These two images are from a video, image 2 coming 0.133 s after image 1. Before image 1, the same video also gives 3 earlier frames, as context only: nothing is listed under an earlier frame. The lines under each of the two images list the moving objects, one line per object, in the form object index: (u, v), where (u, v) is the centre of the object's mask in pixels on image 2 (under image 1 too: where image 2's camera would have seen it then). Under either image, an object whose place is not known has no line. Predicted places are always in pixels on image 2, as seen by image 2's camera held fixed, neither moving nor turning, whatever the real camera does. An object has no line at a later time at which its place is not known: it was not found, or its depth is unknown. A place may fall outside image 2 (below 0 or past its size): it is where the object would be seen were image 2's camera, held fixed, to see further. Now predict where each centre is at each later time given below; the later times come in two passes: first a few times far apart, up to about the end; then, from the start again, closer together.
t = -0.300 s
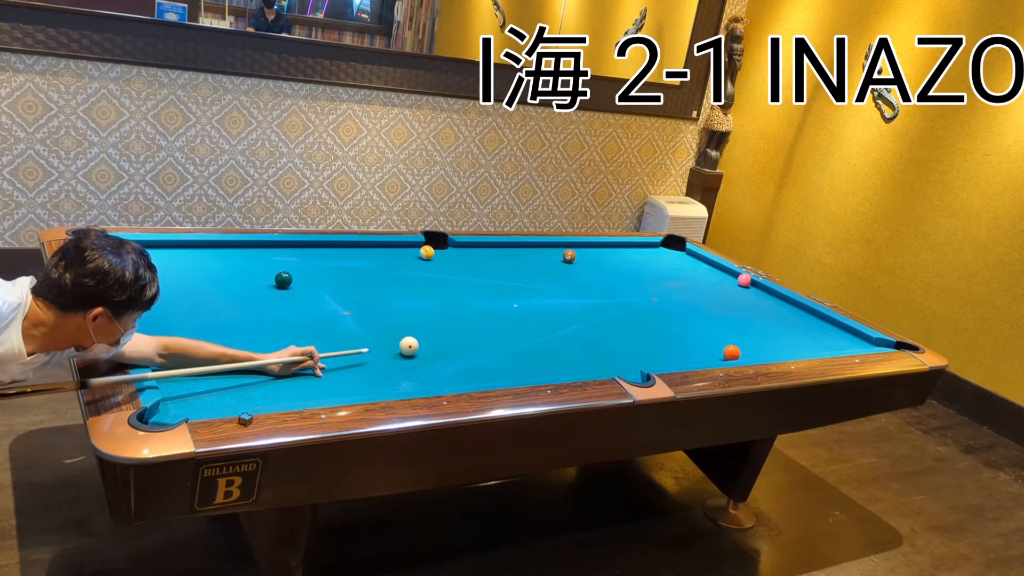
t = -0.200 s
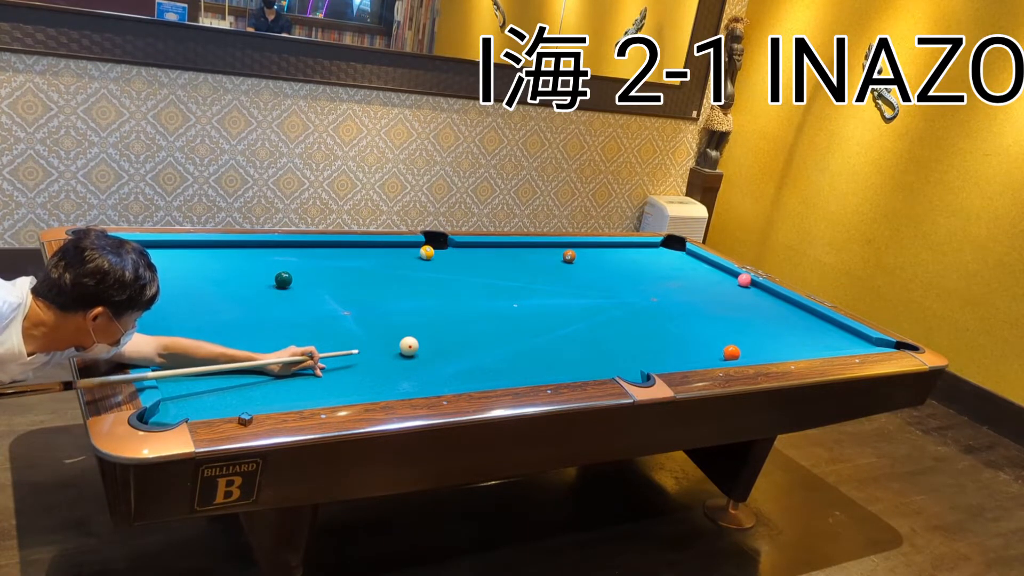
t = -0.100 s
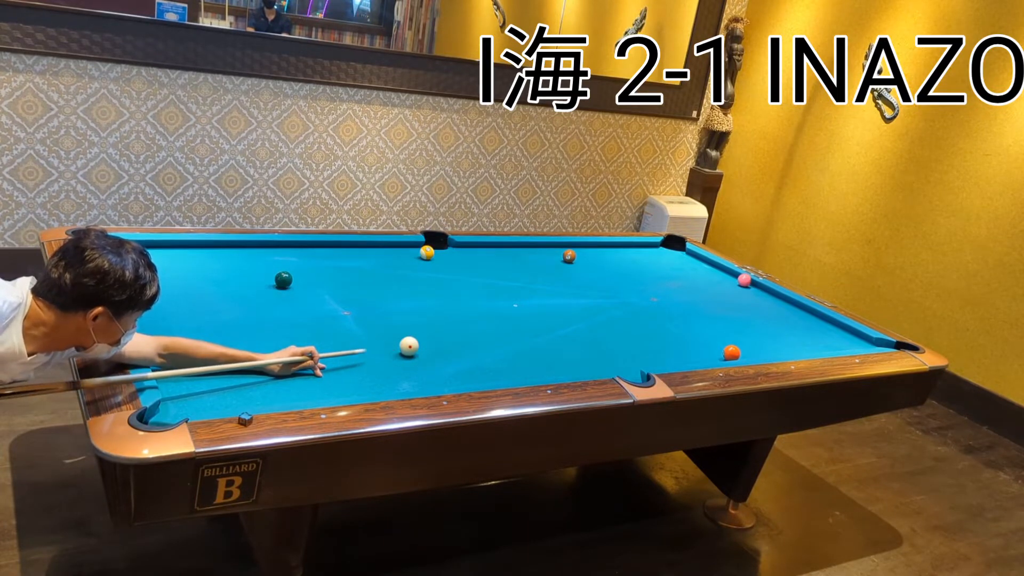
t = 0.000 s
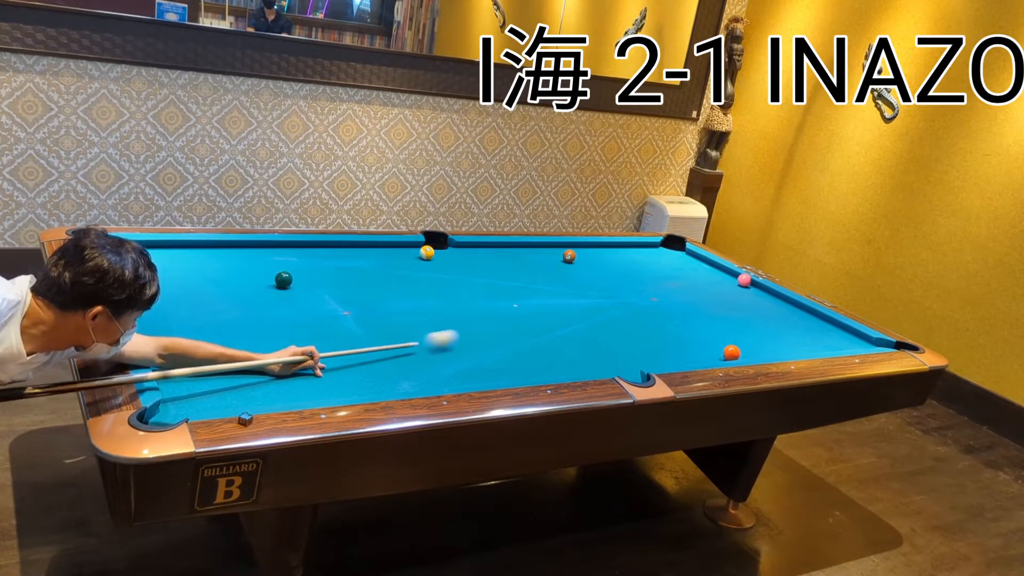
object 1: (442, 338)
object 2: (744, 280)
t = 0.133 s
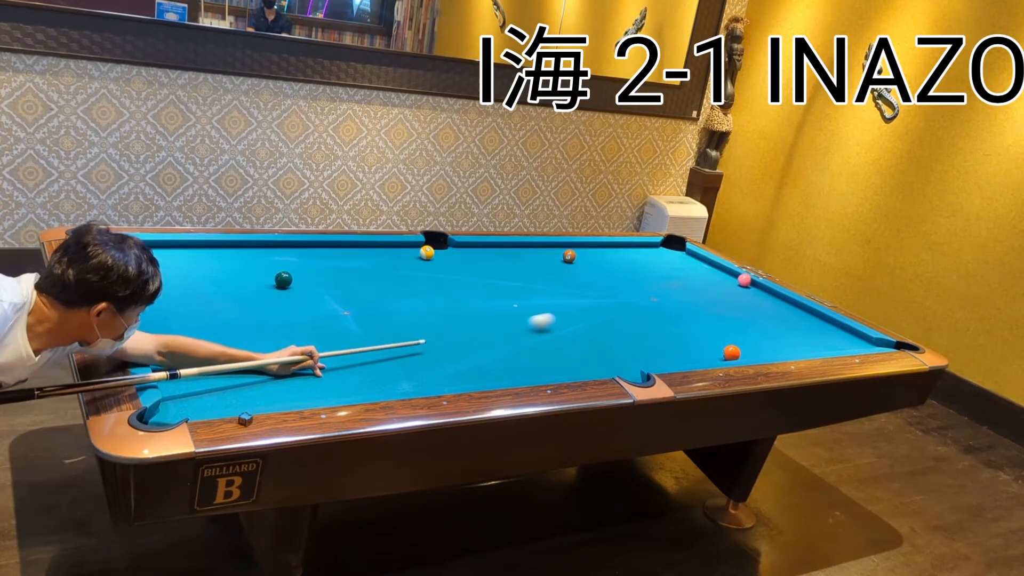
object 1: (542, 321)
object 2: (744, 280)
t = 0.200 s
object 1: (581, 314)
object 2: (744, 280)
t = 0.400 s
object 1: (672, 298)
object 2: (744, 280)
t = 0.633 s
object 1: (756, 285)
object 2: (742, 278)
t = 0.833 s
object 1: (716, 289)
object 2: (717, 268)
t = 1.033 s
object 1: (671, 291)
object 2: (694, 261)
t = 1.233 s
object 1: (625, 293)
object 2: (672, 254)
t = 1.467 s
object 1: (568, 296)
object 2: (649, 246)
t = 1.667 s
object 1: (515, 298)
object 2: (645, 247)
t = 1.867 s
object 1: (459, 301)
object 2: (646, 251)
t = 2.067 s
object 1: (399, 303)
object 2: (646, 255)
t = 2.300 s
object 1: (324, 306)
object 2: (646, 259)
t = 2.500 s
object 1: (253, 309)
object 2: (647, 263)
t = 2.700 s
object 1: (178, 313)
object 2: (647, 266)
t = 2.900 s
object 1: (160, 314)
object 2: (648, 269)
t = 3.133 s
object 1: (209, 313)
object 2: (648, 273)
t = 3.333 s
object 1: (247, 311)
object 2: (649, 276)
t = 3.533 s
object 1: (283, 310)
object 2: (650, 279)
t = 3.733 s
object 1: (317, 309)
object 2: (650, 282)
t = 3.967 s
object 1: (352, 307)
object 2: (651, 285)
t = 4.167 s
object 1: (381, 306)
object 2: (652, 287)
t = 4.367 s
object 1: (407, 305)
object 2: (652, 289)
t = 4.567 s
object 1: (431, 304)
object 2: (653, 292)
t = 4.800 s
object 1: (458, 303)
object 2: (654, 293)
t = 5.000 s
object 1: (479, 302)
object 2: (656, 295)
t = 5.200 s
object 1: (499, 301)
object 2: (657, 297)
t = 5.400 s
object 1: (517, 300)
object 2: (658, 298)
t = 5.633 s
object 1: (537, 299)
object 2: (659, 298)
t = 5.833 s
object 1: (552, 298)
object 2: (660, 299)
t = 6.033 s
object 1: (566, 297)
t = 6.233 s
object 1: (580, 296)
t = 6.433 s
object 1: (592, 295)
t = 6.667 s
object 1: (605, 294)
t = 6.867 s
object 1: (616, 293)
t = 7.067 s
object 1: (626, 292)
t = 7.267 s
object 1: (635, 292)
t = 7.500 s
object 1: (645, 291)
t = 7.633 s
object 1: (650, 290)
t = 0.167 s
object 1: (562, 317)
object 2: (744, 280)
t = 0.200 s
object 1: (581, 314)
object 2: (744, 280)
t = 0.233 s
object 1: (599, 311)
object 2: (744, 280)
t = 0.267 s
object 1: (615, 308)
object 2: (744, 280)
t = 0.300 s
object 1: (631, 305)
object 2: (744, 280)
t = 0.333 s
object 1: (645, 303)
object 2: (744, 280)
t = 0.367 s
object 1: (659, 300)
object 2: (744, 280)
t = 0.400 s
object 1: (672, 298)
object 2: (744, 280)
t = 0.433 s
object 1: (685, 296)
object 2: (744, 280)
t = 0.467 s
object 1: (698, 293)
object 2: (744, 280)
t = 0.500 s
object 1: (710, 291)
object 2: (744, 280)
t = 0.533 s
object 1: (722, 289)
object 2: (744, 280)
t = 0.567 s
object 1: (733, 287)
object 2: (745, 279)
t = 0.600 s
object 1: (744, 285)
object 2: (744, 277)
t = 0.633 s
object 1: (756, 285)
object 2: (742, 278)
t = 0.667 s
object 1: (753, 286)
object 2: (739, 276)
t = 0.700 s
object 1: (745, 286)
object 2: (734, 274)
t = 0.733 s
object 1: (738, 287)
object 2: (729, 273)
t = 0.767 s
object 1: (730, 288)
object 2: (725, 271)
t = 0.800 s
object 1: (723, 289)
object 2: (721, 270)
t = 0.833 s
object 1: (716, 289)
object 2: (717, 268)
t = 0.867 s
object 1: (708, 289)
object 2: (713, 267)
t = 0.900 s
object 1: (701, 290)
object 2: (709, 266)
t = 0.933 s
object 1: (694, 290)
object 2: (705, 264)
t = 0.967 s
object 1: (687, 290)
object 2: (702, 263)
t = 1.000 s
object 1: (679, 291)
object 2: (698, 262)
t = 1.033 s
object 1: (671, 291)
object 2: (694, 261)
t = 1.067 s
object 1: (664, 291)
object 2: (690, 259)
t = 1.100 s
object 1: (657, 292)
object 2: (687, 258)
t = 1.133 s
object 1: (649, 292)
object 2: (683, 257)
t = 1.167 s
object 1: (641, 293)
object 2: (679, 256)
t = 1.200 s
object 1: (633, 293)
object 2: (676, 255)
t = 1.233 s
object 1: (625, 293)
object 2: (672, 254)
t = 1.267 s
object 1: (617, 294)
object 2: (669, 252)
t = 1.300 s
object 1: (609, 294)
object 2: (665, 251)
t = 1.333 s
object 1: (601, 294)
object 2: (662, 250)
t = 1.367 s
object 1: (593, 295)
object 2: (659, 249)
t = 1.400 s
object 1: (584, 295)
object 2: (655, 248)
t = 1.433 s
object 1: (576, 296)
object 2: (652, 247)
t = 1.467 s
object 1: (568, 296)
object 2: (649, 246)
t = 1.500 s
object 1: (559, 296)
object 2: (646, 245)
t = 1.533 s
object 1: (550, 297)
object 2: (645, 245)
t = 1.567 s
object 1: (542, 297)
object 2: (645, 245)
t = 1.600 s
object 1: (533, 298)
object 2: (645, 246)
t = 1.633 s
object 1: (524, 298)
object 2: (645, 247)
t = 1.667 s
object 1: (515, 298)
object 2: (645, 247)
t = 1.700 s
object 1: (506, 299)
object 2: (645, 248)
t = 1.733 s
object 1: (497, 299)
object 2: (645, 249)
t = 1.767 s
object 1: (488, 300)
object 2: (645, 249)
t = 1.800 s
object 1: (478, 300)
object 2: (645, 250)
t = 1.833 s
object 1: (469, 300)
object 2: (646, 250)
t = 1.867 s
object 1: (459, 301)
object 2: (646, 251)
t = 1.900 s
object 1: (450, 301)
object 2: (646, 252)
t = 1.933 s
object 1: (440, 301)
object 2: (646, 252)
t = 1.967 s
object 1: (430, 302)
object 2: (646, 253)
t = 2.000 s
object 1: (420, 303)
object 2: (646, 253)
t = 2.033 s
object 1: (410, 303)
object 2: (646, 254)
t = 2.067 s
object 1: (399, 303)
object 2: (646, 255)
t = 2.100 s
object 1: (389, 304)
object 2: (646, 255)
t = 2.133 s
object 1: (378, 304)
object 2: (646, 256)
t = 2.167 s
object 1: (368, 305)
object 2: (646, 256)
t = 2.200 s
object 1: (357, 305)
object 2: (646, 257)
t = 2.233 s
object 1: (346, 306)
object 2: (646, 257)
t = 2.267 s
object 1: (335, 306)
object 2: (646, 258)
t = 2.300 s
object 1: (324, 306)
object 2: (646, 259)
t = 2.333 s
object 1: (312, 307)
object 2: (646, 260)
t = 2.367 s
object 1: (301, 307)
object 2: (646, 260)
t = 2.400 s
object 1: (289, 308)
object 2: (646, 261)
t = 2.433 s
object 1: (277, 308)
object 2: (646, 261)
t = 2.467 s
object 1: (266, 309)
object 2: (647, 262)
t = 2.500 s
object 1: (253, 309)
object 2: (647, 263)
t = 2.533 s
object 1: (241, 310)
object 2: (647, 263)
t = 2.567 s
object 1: (229, 311)
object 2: (647, 264)
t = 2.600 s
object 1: (216, 311)
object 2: (647, 264)
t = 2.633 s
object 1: (204, 312)
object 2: (647, 265)
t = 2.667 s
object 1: (191, 312)
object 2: (647, 265)
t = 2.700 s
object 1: (178, 313)
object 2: (647, 266)
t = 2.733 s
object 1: (165, 314)
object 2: (647, 267)
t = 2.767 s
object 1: (152, 314)
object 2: (647, 267)
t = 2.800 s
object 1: (140, 315)
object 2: (647, 268)
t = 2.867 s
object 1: (153, 315)
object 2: (647, 269)
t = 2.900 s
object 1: (160, 314)
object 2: (648, 269)
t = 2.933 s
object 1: (167, 314)
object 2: (648, 270)
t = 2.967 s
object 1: (175, 314)
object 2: (648, 270)
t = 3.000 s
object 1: (181, 314)
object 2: (648, 271)
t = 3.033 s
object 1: (188, 313)
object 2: (648, 271)
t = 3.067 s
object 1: (195, 313)
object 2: (648, 272)
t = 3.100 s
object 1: (202, 313)
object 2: (648, 273)
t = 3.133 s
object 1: (209, 313)
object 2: (648, 273)
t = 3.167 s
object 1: (216, 312)
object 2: (648, 274)
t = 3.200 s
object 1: (222, 312)
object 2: (648, 274)
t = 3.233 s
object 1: (229, 312)
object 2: (649, 275)
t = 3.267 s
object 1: (235, 312)
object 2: (649, 275)
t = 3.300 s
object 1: (241, 312)
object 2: (649, 276)
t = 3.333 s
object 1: (247, 311)
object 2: (649, 276)
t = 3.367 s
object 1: (253, 311)
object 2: (649, 276)
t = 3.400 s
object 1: (260, 311)
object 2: (649, 277)
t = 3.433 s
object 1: (265, 311)
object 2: (649, 278)
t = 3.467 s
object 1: (271, 311)
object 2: (650, 278)
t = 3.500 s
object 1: (277, 310)
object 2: (650, 279)
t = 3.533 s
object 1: (283, 310)
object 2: (650, 279)
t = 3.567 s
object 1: (289, 309)
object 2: (650, 280)
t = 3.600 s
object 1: (294, 309)
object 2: (650, 280)
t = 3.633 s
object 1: (300, 309)
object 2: (650, 280)
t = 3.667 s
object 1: (306, 309)
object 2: (650, 281)
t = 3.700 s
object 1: (311, 309)
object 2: (650, 281)
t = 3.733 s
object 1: (317, 309)
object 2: (650, 282)
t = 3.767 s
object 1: (322, 308)
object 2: (650, 282)
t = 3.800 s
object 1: (327, 308)
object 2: (651, 282)
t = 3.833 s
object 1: (332, 308)
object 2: (650, 283)
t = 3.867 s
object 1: (337, 308)
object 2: (651, 283)
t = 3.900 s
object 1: (343, 308)
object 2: (651, 284)
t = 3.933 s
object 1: (347, 308)
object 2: (651, 284)
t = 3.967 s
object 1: (352, 307)
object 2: (651, 285)
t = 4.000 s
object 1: (357, 307)
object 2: (651, 285)
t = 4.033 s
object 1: (362, 307)
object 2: (651, 286)
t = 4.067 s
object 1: (367, 307)
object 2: (651, 286)
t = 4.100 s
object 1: (371, 307)
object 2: (651, 286)
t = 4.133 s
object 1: (376, 307)
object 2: (651, 287)
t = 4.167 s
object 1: (381, 306)
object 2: (652, 287)
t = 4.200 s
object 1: (385, 306)
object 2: (652, 288)
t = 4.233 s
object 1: (390, 306)
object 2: (652, 288)
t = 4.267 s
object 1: (394, 306)
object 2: (652, 288)
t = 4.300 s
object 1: (398, 306)
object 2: (652, 289)
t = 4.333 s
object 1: (403, 306)
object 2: (652, 289)
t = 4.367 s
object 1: (407, 305)
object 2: (652, 289)
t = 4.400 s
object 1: (411, 305)
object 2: (652, 290)
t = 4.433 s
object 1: (415, 305)
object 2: (653, 290)
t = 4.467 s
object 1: (419, 305)
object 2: (653, 291)
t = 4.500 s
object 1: (423, 305)
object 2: (653, 291)
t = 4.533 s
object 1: (427, 305)
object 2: (653, 291)
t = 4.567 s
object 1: (431, 304)
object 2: (653, 292)
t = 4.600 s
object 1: (435, 304)
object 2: (653, 292)
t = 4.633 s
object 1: (439, 304)
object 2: (653, 292)
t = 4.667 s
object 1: (443, 303)
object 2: (653, 292)
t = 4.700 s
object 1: (447, 303)
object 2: (654, 292)
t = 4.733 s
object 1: (451, 303)
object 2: (654, 293)
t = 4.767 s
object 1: (454, 303)
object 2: (654, 293)
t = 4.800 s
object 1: (458, 303)
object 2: (654, 293)
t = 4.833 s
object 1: (462, 303)
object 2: (655, 294)
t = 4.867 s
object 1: (465, 303)
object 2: (655, 294)
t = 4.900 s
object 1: (469, 302)
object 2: (655, 294)
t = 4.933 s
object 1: (472, 302)
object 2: (656, 294)
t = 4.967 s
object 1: (476, 302)
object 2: (656, 295)
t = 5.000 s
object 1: (479, 302)
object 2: (656, 295)
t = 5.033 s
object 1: (483, 302)
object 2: (656, 295)
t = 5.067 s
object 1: (486, 301)
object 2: (656, 296)
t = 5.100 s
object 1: (489, 302)
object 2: (656, 296)
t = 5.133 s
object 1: (492, 302)
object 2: (657, 296)
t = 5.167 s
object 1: (495, 301)
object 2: (657, 296)
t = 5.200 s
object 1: (499, 301)
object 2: (657, 297)
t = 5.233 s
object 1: (502, 301)
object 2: (657, 297)
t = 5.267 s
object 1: (505, 300)
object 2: (657, 297)
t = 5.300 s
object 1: (508, 300)
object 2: (658, 297)
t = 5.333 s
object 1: (511, 300)
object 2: (658, 297)
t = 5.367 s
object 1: (514, 300)
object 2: (658, 297)
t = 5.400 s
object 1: (517, 300)
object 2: (658, 298)
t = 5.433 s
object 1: (520, 300)
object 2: (658, 298)
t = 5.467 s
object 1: (523, 300)
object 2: (658, 298)
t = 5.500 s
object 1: (525, 300)
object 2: (659, 298)
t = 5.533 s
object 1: (529, 299)
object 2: (659, 298)
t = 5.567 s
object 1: (531, 299)
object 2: (659, 298)
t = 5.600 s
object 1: (534, 299)
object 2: (659, 299)
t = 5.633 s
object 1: (537, 299)
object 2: (659, 298)
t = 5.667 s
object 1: (539, 299)
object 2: (659, 298)
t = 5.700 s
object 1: (542, 299)
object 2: (659, 299)
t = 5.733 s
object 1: (545, 298)
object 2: (659, 299)
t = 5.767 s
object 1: (547, 298)
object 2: (659, 299)
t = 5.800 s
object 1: (549, 298)
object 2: (659, 299)
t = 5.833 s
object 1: (552, 298)
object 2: (660, 299)
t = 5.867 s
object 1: (554, 298)
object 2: (660, 299)
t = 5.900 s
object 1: (557, 298)
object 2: (660, 299)
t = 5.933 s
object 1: (559, 298)
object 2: (660, 299)
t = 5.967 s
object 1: (562, 297)
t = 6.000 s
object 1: (564, 297)
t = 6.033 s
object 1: (566, 297)
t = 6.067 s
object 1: (569, 297)
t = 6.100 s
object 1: (571, 297)
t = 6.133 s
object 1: (573, 297)
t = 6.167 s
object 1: (575, 296)
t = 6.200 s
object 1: (578, 296)
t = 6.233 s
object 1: (580, 296)
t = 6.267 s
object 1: (582, 295)
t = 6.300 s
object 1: (584, 295)
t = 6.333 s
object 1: (586, 295)
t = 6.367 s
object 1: (588, 295)
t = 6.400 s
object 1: (590, 295)
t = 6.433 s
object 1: (592, 295)
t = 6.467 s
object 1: (594, 294)
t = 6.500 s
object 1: (596, 294)
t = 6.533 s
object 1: (598, 294)
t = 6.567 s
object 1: (600, 294)
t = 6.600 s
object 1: (602, 294)
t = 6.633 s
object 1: (604, 294)
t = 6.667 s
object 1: (605, 294)
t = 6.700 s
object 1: (607, 294)
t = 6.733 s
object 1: (609, 294)
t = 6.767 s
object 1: (611, 293)
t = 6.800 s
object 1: (613, 293)
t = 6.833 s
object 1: (614, 293)
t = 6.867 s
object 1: (616, 293)
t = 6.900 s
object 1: (618, 293)
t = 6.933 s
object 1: (619, 293)
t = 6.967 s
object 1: (621, 292)
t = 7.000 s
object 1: (623, 293)
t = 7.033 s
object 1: (624, 292)
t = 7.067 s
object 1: (626, 292)
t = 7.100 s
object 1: (627, 292)
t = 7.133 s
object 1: (629, 292)
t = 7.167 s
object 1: (630, 292)
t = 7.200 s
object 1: (632, 291)
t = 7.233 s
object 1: (634, 291)
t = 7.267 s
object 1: (635, 292)
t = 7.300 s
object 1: (637, 291)
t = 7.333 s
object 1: (638, 291)
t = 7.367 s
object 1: (639, 291)
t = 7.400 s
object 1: (641, 291)
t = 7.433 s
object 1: (642, 291)
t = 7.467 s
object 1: (644, 291)
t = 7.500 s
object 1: (645, 291)
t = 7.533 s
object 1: (646, 291)
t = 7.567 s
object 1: (647, 291)
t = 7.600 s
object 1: (649, 290)
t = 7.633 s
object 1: (650, 290)
